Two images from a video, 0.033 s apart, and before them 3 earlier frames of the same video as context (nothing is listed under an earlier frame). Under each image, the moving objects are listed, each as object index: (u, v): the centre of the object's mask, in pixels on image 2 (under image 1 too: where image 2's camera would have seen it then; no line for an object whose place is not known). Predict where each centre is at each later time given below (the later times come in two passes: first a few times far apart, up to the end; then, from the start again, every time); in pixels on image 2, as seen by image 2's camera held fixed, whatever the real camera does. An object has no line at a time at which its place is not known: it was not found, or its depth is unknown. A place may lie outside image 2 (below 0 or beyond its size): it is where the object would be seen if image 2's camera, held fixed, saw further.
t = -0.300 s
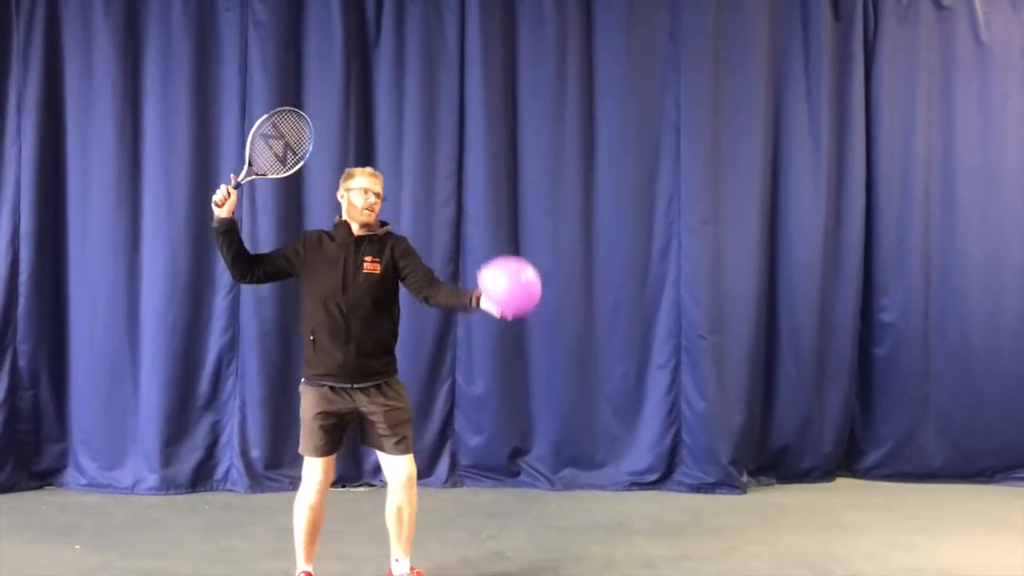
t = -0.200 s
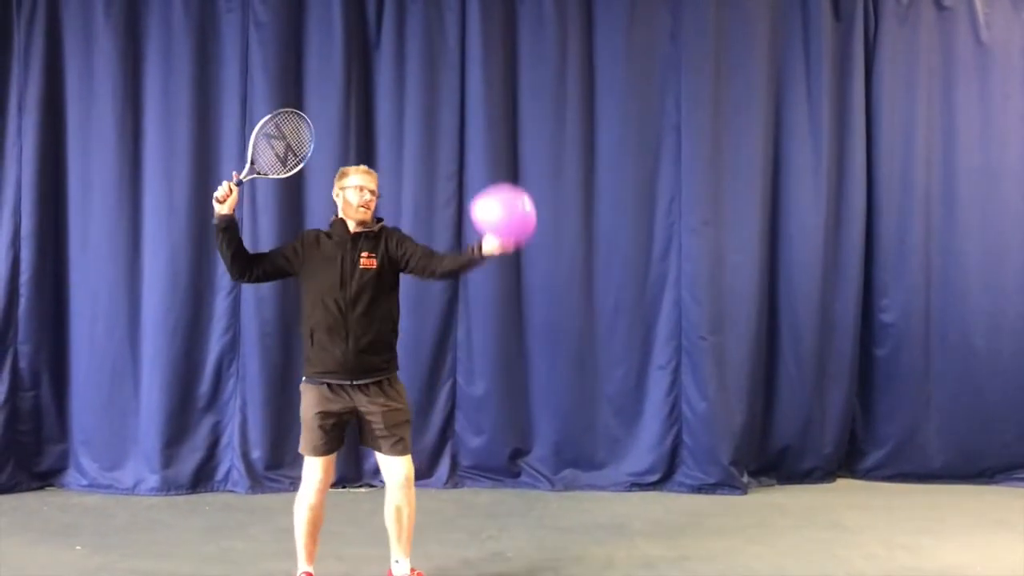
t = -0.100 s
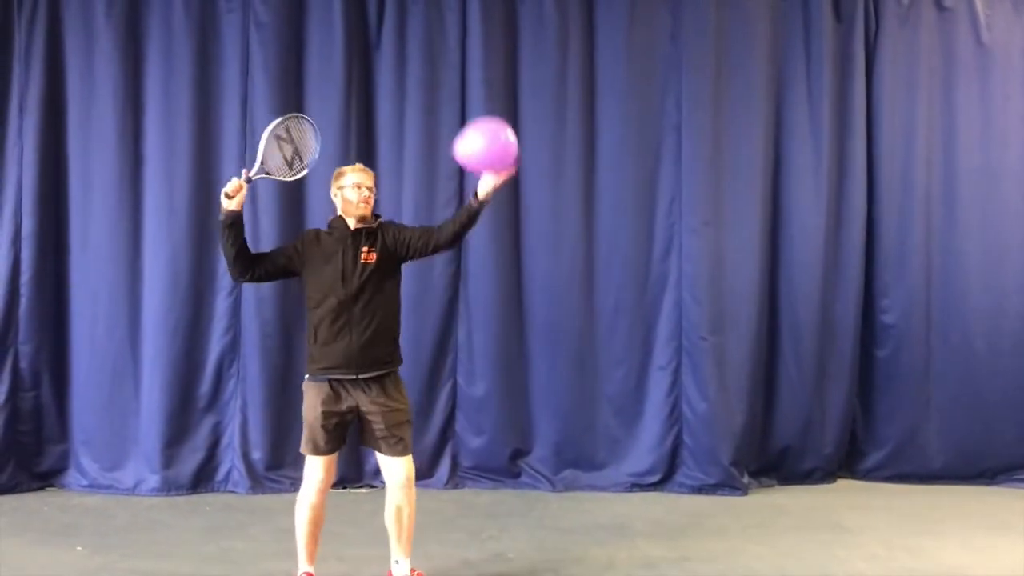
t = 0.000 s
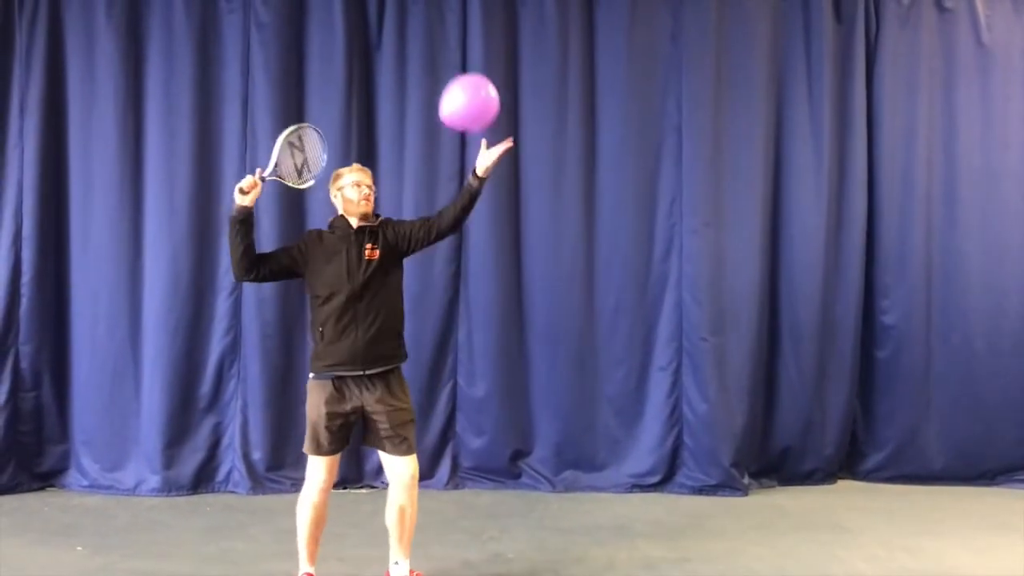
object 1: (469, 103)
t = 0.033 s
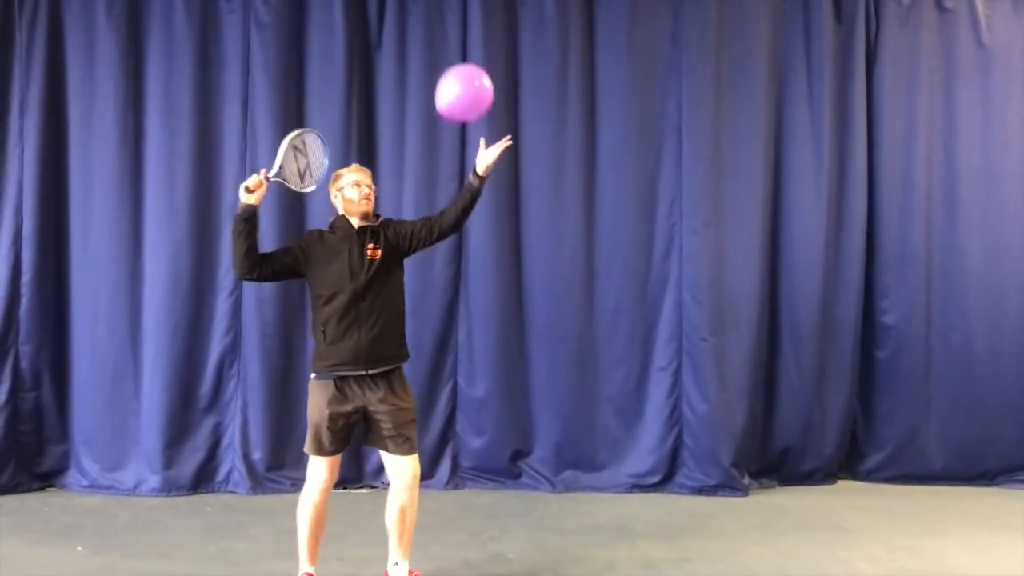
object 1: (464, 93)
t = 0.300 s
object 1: (439, 53)
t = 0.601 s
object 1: (431, 51)
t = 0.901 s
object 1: (430, 80)
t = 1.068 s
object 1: (431, 109)
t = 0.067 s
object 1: (459, 85)
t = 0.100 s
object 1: (455, 78)
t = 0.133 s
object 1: (451, 71)
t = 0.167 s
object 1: (448, 66)
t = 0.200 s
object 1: (446, 62)
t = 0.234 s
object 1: (443, 59)
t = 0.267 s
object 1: (441, 56)
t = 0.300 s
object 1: (439, 53)
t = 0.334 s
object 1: (437, 52)
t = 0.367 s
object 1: (436, 50)
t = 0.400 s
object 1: (435, 49)
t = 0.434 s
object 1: (434, 48)
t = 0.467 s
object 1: (433, 48)
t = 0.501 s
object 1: (432, 48)
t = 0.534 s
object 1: (432, 48)
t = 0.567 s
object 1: (431, 49)
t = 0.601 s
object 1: (431, 51)
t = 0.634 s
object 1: (430, 52)
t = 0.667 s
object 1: (430, 55)
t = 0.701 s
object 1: (430, 57)
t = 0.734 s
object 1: (429, 60)
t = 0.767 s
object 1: (429, 63)
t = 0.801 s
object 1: (429, 67)
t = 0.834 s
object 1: (430, 70)
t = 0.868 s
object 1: (430, 75)
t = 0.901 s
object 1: (430, 80)
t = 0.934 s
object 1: (430, 85)
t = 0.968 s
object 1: (430, 90)
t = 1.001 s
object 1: (430, 96)
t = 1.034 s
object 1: (431, 102)
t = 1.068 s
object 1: (431, 109)
